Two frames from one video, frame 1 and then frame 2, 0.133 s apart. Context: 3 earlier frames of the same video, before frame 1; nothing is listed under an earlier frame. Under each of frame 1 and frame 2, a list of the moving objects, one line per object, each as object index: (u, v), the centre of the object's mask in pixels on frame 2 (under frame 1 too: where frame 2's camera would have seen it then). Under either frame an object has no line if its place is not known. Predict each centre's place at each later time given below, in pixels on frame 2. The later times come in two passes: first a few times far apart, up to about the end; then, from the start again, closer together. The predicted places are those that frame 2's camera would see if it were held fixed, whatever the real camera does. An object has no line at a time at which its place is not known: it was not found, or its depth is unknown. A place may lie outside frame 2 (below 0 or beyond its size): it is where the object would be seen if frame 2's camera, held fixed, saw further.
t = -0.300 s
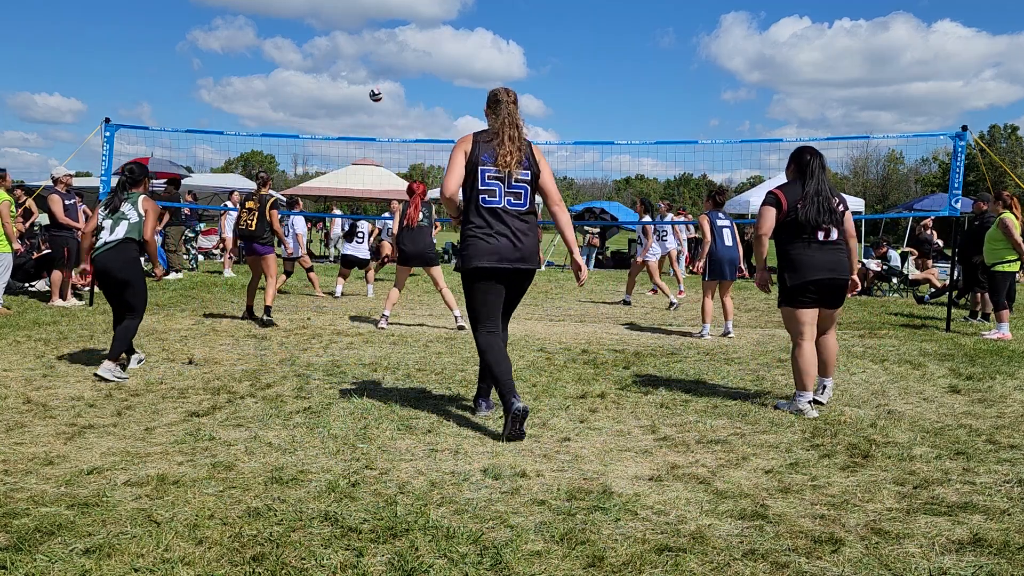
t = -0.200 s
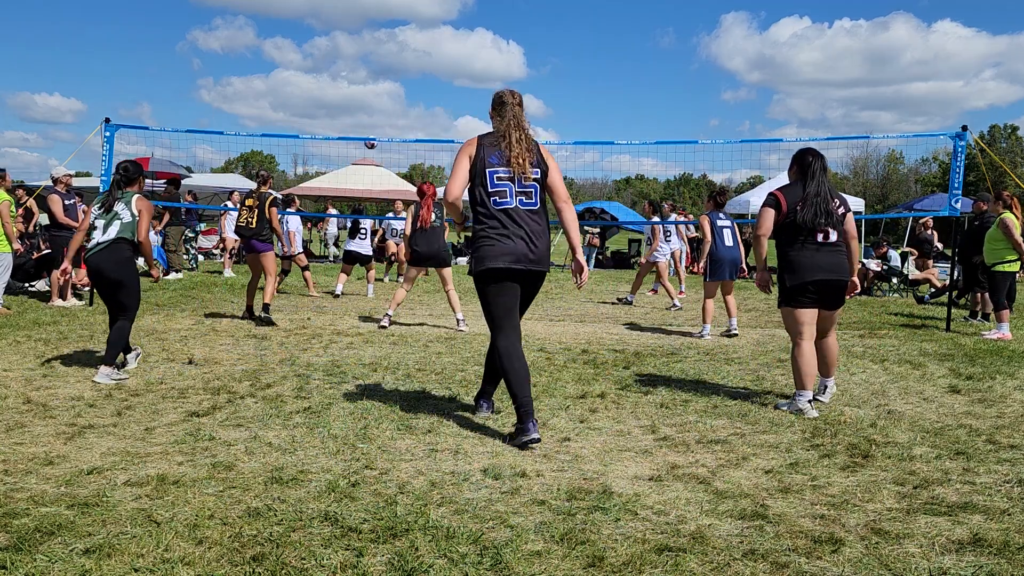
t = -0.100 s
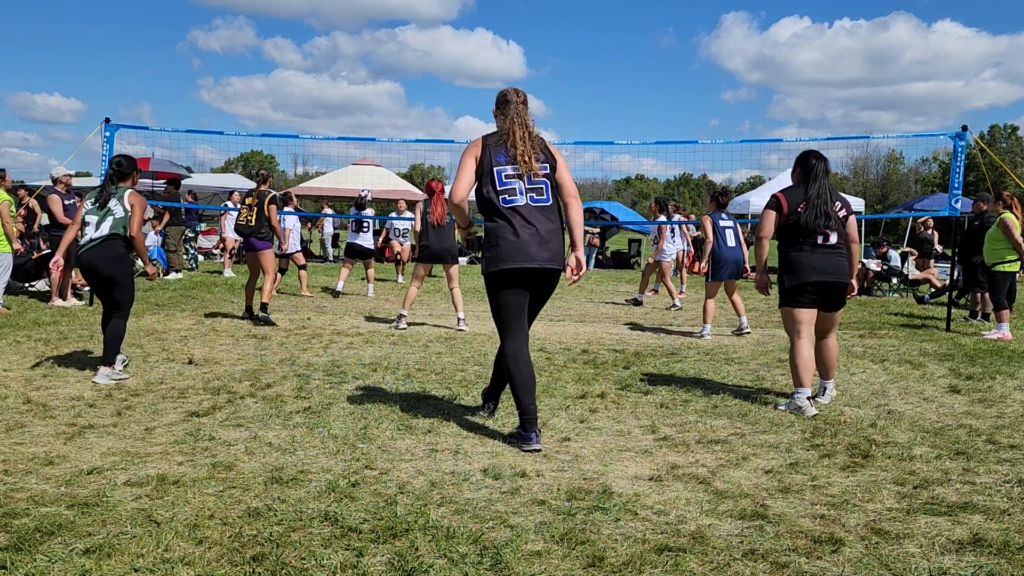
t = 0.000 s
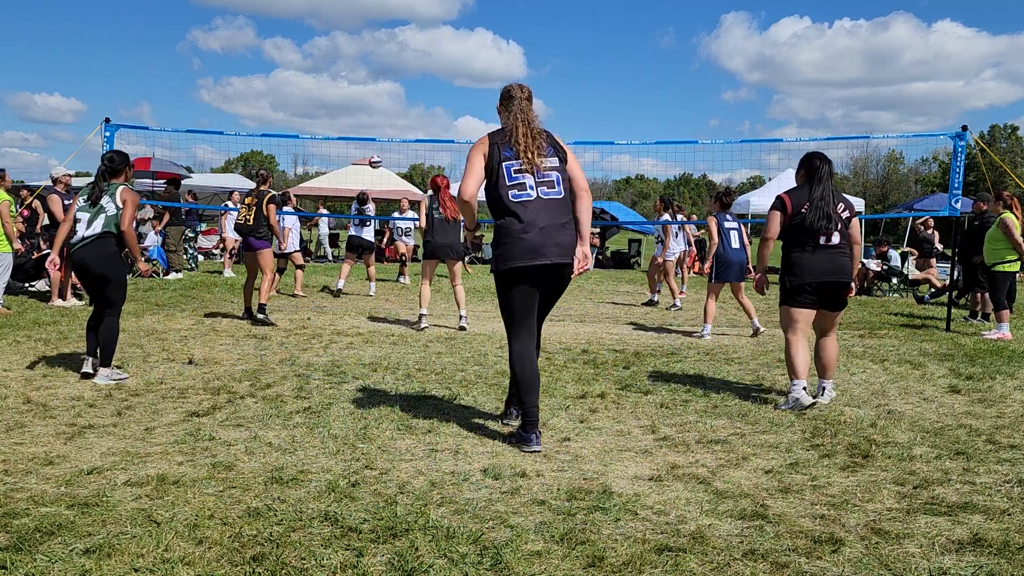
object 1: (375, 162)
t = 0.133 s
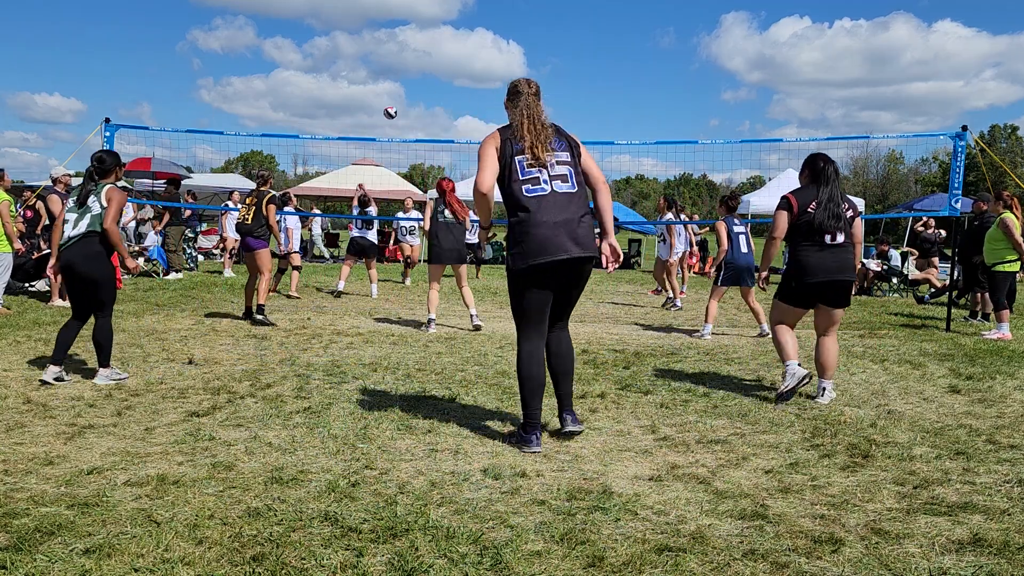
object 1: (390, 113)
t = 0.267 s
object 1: (405, 75)
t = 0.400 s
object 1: (419, 49)
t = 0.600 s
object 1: (440, 30)
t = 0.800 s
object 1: (460, 37)
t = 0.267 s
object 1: (405, 75)
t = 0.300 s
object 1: (409, 67)
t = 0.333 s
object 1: (412, 60)
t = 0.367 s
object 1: (416, 54)
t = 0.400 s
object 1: (419, 49)
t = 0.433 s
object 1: (422, 44)
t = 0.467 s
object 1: (426, 40)
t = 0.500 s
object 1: (429, 36)
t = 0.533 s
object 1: (433, 33)
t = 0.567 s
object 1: (437, 31)
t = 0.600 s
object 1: (440, 30)
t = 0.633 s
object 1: (443, 29)
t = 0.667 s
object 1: (446, 29)
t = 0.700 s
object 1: (450, 31)
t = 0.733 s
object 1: (453, 32)
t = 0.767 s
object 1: (457, 34)
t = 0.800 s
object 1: (460, 37)
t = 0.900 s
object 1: (470, 49)
